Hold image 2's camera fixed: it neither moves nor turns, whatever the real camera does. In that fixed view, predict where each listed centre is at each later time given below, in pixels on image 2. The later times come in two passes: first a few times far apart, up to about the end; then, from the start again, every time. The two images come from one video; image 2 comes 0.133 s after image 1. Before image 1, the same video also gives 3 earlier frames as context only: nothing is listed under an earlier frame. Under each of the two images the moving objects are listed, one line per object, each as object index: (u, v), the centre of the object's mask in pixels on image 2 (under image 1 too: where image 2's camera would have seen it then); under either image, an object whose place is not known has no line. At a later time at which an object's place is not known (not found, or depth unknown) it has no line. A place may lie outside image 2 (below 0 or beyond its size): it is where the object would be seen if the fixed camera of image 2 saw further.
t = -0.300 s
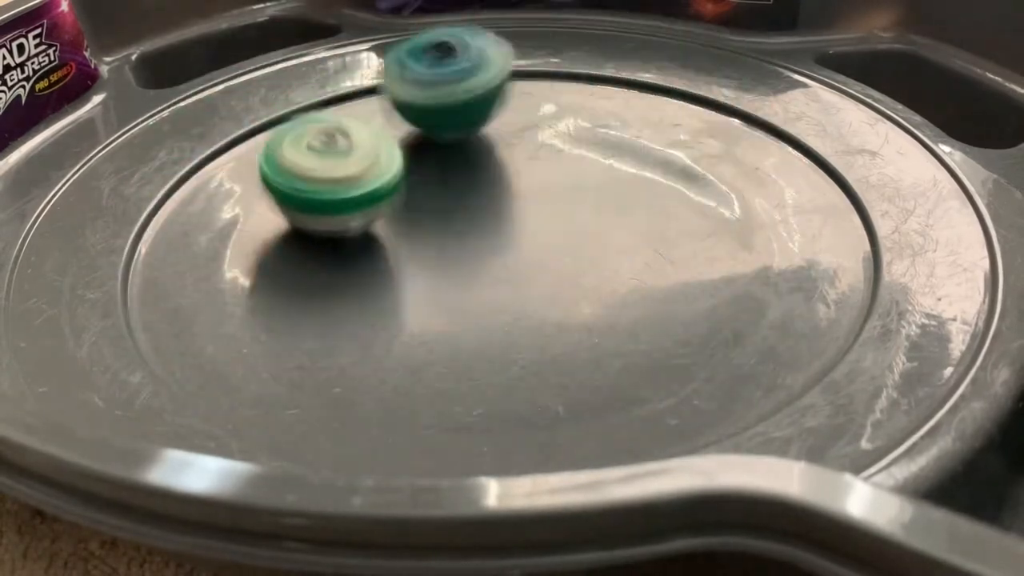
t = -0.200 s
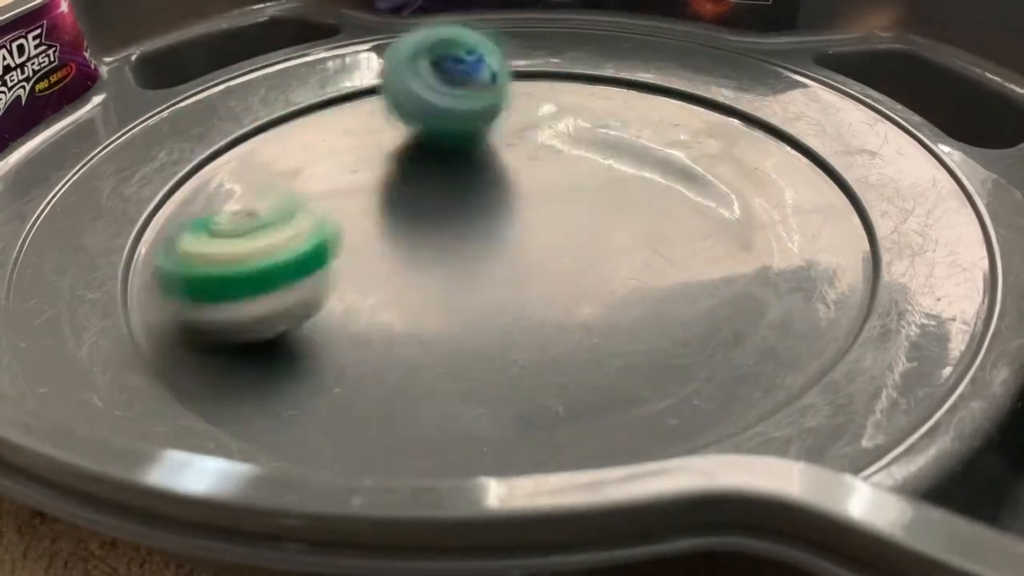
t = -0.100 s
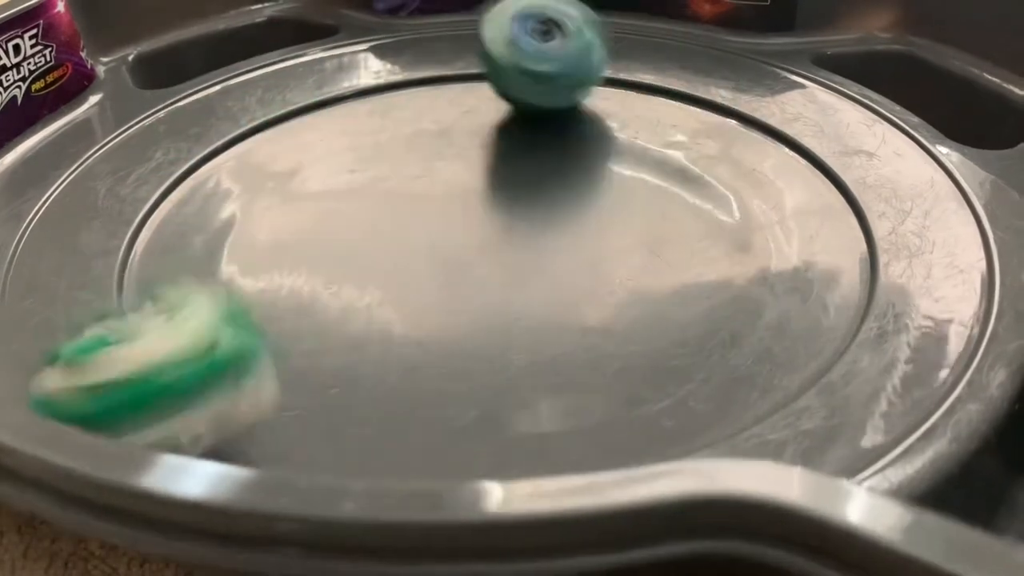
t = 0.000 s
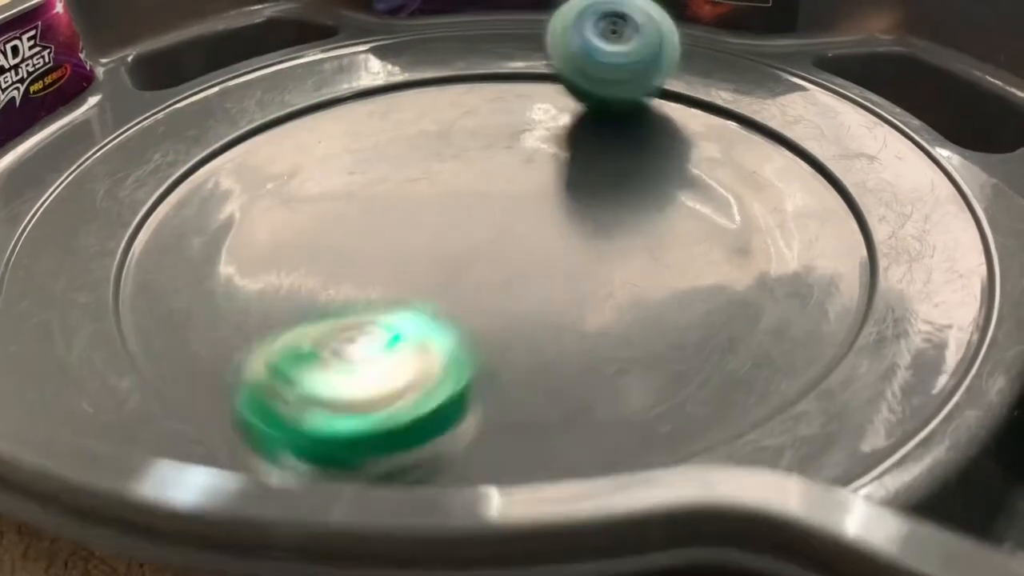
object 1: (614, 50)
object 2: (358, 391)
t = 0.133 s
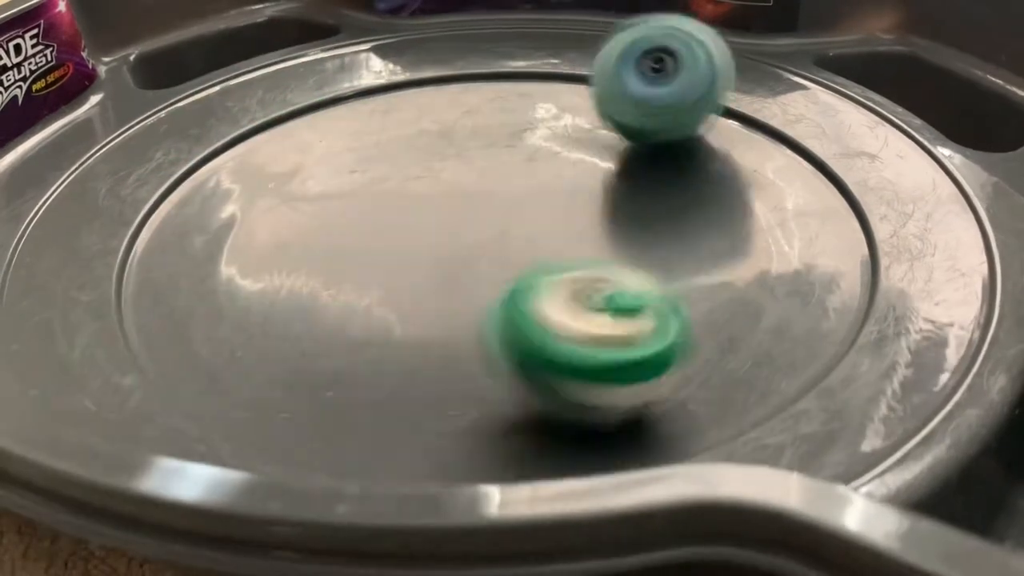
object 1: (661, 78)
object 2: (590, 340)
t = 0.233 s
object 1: (676, 121)
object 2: (653, 269)
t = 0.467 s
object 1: (702, 107)
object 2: (434, 294)
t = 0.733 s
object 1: (535, 240)
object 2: (352, 264)
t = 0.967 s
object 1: (494, 339)
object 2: (302, 209)
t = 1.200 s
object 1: (404, 329)
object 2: (409, 195)
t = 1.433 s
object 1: (419, 235)
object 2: (587, 138)
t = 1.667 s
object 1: (443, 105)
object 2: (590, 122)
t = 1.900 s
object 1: (441, 103)
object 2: (542, 183)
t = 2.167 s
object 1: (502, 201)
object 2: (513, 319)
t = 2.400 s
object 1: (642, 214)
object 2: (538, 355)
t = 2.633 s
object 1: (600, 207)
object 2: (549, 298)
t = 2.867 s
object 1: (590, 206)
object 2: (513, 287)
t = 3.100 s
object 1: (590, 207)
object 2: (477, 289)
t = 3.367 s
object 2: (501, 285)
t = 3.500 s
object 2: (510, 285)
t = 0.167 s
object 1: (669, 91)
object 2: (621, 315)
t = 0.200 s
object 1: (673, 105)
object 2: (641, 289)
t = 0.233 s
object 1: (676, 121)
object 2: (653, 269)
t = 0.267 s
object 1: (679, 128)
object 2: (658, 247)
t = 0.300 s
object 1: (697, 127)
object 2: (621, 254)
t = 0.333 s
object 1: (713, 105)
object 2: (578, 275)
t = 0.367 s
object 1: (735, 92)
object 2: (536, 284)
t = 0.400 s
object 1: (731, 89)
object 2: (495, 291)
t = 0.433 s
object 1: (717, 95)
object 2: (460, 295)
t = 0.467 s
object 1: (702, 107)
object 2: (434, 294)
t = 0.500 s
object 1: (689, 118)
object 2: (415, 292)
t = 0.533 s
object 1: (671, 137)
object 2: (401, 288)
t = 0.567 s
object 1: (652, 152)
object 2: (391, 287)
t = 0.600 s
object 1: (633, 170)
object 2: (383, 284)
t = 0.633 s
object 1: (610, 190)
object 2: (371, 281)
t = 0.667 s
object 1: (586, 206)
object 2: (362, 275)
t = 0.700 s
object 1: (559, 224)
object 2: (356, 270)
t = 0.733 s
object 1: (535, 240)
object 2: (352, 264)
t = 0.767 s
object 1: (522, 251)
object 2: (334, 254)
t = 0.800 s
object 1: (525, 266)
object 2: (305, 240)
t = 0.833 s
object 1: (524, 297)
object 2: (293, 231)
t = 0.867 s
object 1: (517, 311)
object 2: (288, 221)
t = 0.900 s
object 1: (512, 322)
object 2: (291, 216)
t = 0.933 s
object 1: (502, 334)
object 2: (296, 212)
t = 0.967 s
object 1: (494, 339)
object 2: (302, 209)
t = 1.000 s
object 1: (483, 341)
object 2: (312, 205)
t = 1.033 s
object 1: (473, 342)
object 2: (320, 203)
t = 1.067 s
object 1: (457, 342)
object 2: (332, 203)
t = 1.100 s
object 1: (442, 340)
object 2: (345, 201)
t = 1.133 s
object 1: (428, 337)
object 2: (362, 199)
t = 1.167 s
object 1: (413, 333)
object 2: (385, 195)
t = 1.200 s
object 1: (404, 329)
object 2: (409, 195)
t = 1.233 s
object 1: (397, 319)
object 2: (436, 192)
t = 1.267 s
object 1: (398, 311)
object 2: (465, 187)
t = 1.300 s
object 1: (399, 299)
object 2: (495, 181)
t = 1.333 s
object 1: (404, 288)
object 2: (525, 173)
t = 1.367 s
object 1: (407, 273)
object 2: (549, 162)
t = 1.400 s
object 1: (415, 256)
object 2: (571, 151)
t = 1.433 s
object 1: (419, 235)
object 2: (587, 138)
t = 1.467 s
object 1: (426, 218)
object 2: (601, 130)
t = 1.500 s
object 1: (430, 195)
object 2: (607, 124)
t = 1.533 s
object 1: (436, 177)
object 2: (607, 117)
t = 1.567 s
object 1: (438, 155)
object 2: (607, 116)
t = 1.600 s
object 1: (442, 139)
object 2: (607, 117)
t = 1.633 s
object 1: (445, 124)
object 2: (600, 117)
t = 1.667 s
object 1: (443, 105)
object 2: (590, 122)
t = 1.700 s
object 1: (445, 98)
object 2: (584, 126)
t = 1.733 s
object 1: (445, 92)
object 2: (579, 133)
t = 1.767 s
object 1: (446, 87)
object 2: (571, 139)
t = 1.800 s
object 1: (448, 89)
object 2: (566, 148)
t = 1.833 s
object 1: (445, 92)
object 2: (560, 159)
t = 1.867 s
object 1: (441, 95)
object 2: (550, 170)
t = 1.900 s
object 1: (441, 103)
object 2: (542, 183)
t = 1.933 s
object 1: (438, 111)
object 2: (532, 202)
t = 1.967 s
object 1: (442, 123)
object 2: (521, 220)
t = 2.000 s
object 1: (448, 134)
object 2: (514, 238)
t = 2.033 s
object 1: (453, 147)
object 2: (507, 255)
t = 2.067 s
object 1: (463, 161)
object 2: (502, 277)
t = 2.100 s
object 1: (474, 175)
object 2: (505, 293)
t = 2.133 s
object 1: (484, 190)
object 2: (507, 305)
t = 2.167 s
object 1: (502, 201)
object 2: (513, 319)
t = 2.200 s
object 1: (519, 212)
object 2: (525, 328)
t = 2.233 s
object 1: (551, 218)
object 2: (530, 339)
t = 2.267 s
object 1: (594, 230)
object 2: (529, 350)
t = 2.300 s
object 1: (626, 234)
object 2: (531, 357)
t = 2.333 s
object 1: (643, 226)
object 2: (537, 359)
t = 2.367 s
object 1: (644, 220)
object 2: (539, 358)
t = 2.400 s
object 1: (642, 214)
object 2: (538, 355)
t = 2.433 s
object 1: (637, 210)
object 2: (534, 352)
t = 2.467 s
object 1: (630, 207)
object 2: (528, 346)
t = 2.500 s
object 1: (623, 204)
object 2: (525, 337)
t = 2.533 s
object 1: (616, 204)
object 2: (528, 324)
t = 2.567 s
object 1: (608, 206)
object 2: (537, 312)
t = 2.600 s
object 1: (602, 208)
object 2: (546, 306)
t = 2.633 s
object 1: (600, 207)
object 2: (549, 298)
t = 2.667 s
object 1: (598, 205)
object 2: (547, 295)
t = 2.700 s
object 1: (596, 205)
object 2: (543, 294)
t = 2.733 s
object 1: (594, 204)
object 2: (538, 293)
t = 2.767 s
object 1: (593, 205)
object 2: (534, 292)
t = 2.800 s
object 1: (592, 205)
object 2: (529, 291)
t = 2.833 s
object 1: (591, 205)
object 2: (522, 290)
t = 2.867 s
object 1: (590, 206)
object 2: (513, 287)
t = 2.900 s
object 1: (589, 206)
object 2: (506, 286)
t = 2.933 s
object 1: (589, 206)
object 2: (500, 286)
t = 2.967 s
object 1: (590, 206)
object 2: (494, 285)
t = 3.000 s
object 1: (590, 206)
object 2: (488, 286)
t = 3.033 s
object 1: (590, 207)
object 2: (482, 287)
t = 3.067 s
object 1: (590, 207)
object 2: (479, 288)
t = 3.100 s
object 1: (590, 207)
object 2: (477, 289)
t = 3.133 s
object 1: (590, 207)
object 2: (476, 289)
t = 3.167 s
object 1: (590, 207)
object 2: (476, 289)
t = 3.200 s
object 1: (590, 207)
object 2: (478, 288)
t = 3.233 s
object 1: (590, 207)
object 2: (480, 288)
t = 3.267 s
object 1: (590, 207)
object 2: (484, 287)
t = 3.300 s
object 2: (489, 285)
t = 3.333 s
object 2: (495, 285)
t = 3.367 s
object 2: (501, 285)
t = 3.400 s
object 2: (506, 285)
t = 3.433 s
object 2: (508, 285)
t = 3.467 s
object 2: (510, 285)
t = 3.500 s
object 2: (510, 285)
